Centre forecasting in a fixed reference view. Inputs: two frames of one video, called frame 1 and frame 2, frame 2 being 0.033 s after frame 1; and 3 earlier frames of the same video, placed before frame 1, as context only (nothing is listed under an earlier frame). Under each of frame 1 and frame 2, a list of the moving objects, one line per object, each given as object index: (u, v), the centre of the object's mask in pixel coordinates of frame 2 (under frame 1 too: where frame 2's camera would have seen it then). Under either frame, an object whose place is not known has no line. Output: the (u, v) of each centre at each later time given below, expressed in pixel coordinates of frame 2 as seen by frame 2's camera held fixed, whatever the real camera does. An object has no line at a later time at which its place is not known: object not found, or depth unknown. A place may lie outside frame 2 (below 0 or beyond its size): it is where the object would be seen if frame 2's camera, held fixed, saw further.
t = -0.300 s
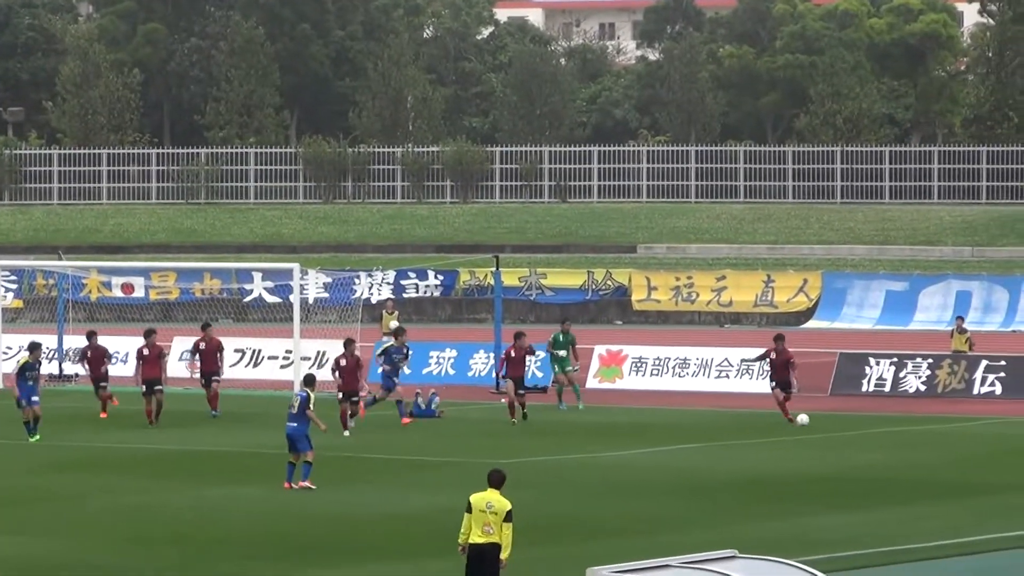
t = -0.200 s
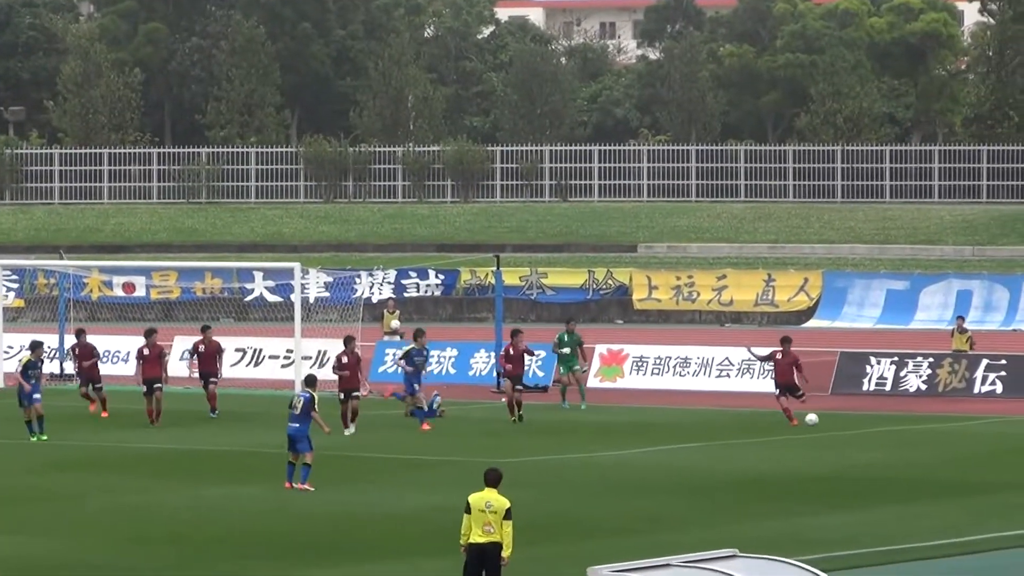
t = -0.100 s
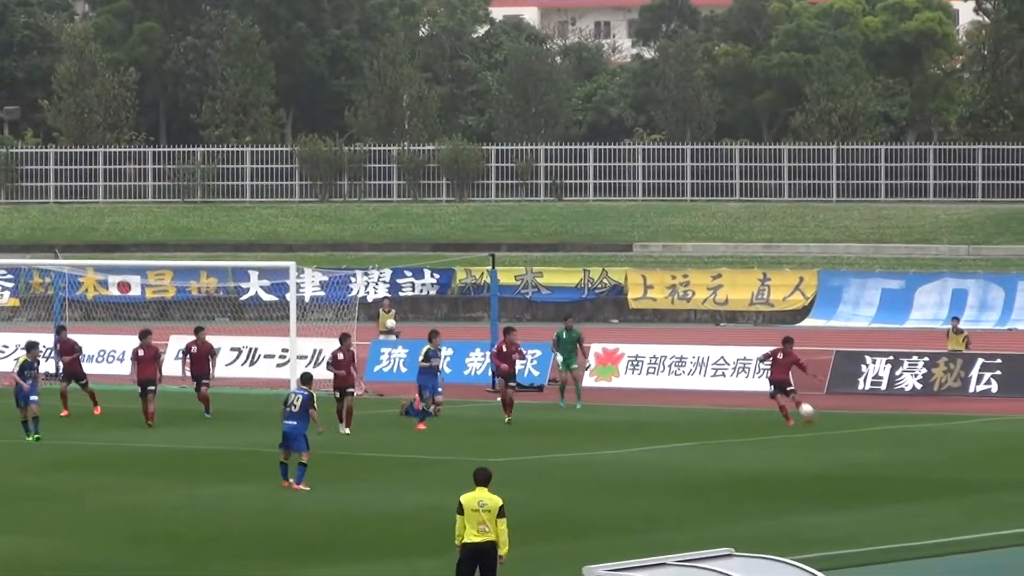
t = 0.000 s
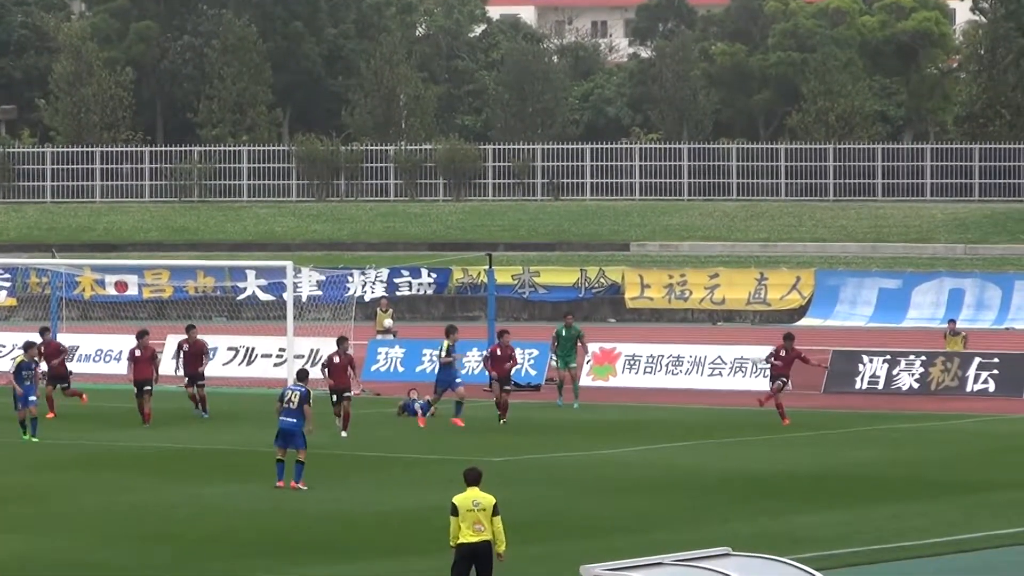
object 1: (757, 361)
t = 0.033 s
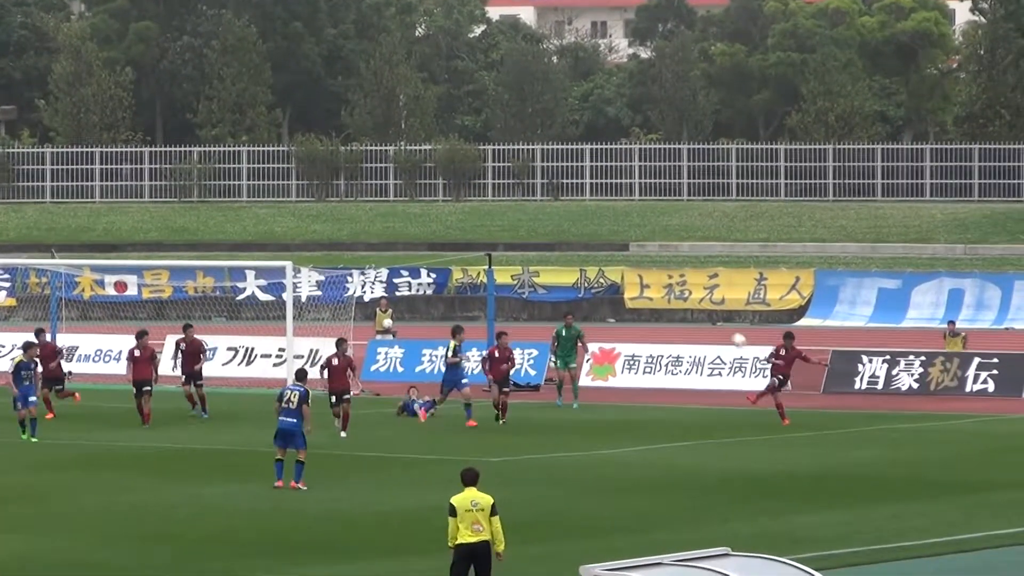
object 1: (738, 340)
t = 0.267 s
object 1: (619, 227)
